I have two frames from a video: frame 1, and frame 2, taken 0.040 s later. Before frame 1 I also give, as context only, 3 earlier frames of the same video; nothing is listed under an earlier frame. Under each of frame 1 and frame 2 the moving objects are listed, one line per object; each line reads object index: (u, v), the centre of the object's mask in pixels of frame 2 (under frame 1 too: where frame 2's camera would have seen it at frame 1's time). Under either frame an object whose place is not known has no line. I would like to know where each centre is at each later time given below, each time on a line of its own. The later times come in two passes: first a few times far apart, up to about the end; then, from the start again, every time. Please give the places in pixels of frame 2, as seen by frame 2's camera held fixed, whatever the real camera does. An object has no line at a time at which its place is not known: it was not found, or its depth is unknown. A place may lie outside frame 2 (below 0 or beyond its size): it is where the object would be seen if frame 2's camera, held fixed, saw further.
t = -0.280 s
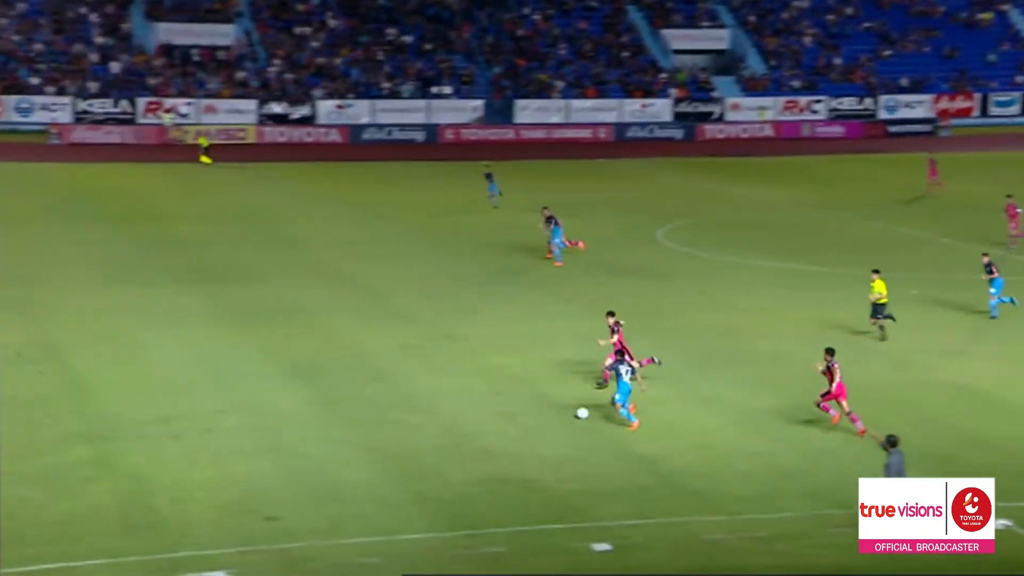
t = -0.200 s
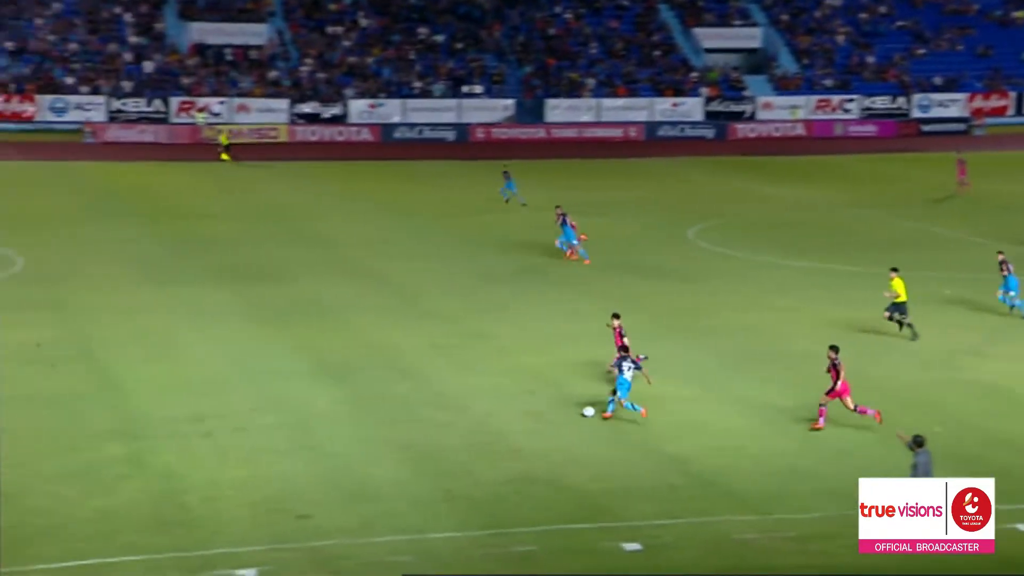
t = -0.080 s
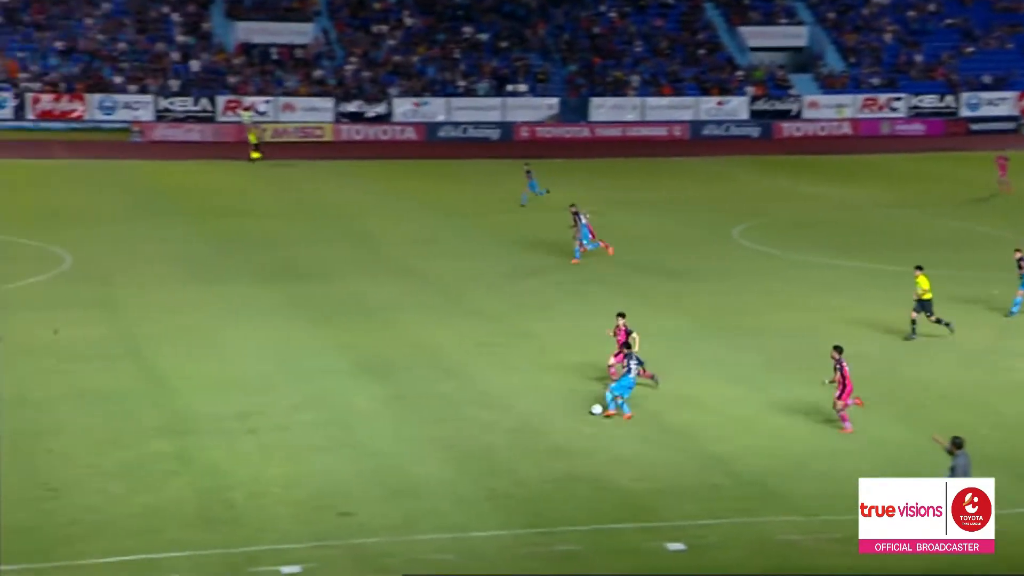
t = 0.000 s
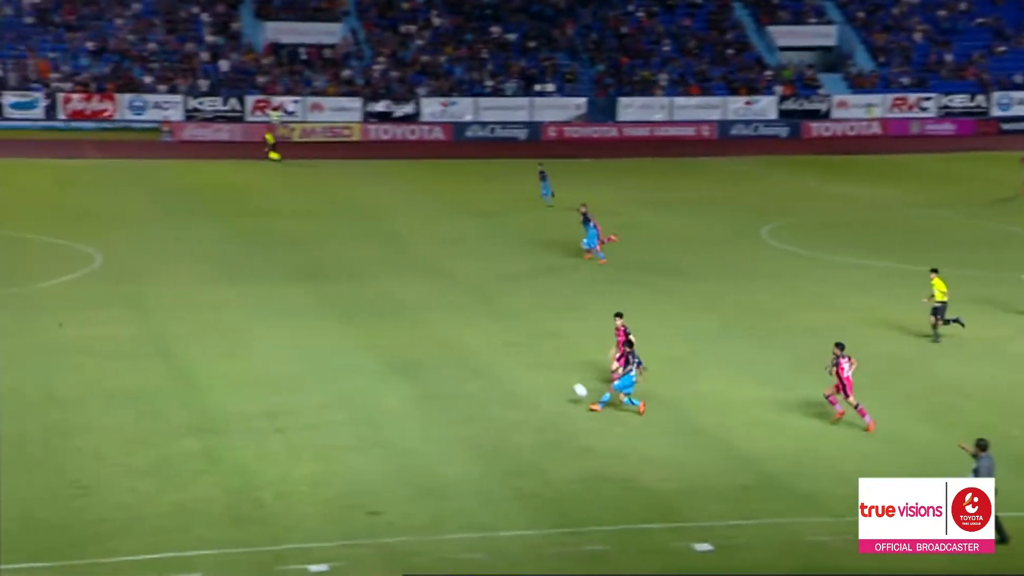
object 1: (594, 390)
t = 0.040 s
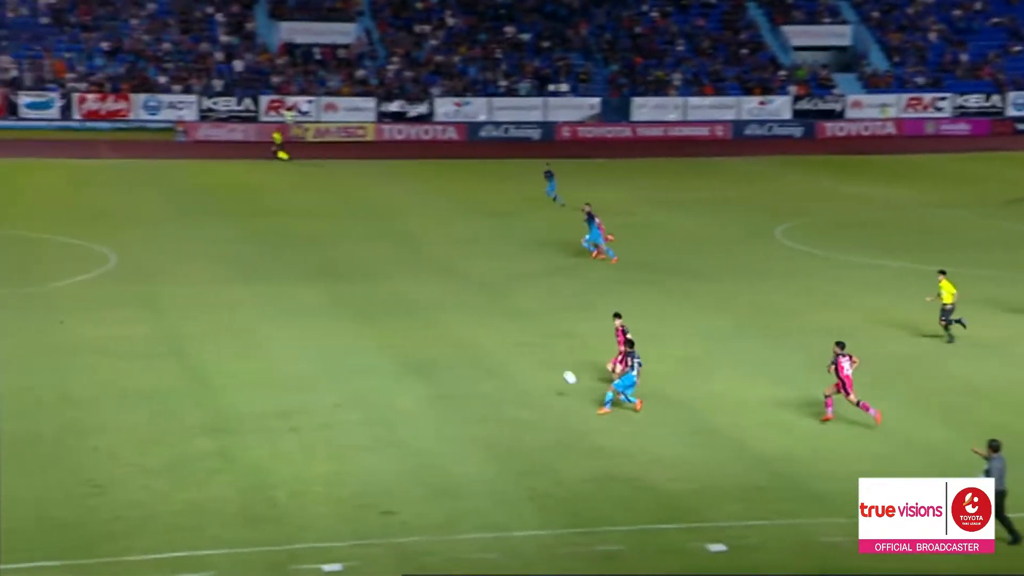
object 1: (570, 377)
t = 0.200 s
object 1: (480, 340)
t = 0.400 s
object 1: (383, 321)
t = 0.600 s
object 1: (299, 327)
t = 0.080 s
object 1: (546, 366)
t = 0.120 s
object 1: (523, 356)
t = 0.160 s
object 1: (501, 347)
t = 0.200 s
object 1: (480, 340)
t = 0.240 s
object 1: (459, 334)
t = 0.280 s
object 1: (439, 329)
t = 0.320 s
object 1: (420, 325)
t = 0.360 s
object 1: (401, 323)
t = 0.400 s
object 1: (383, 321)
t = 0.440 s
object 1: (365, 320)
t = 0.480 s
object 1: (348, 321)
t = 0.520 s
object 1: (331, 322)
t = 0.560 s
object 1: (315, 324)
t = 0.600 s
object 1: (299, 327)
